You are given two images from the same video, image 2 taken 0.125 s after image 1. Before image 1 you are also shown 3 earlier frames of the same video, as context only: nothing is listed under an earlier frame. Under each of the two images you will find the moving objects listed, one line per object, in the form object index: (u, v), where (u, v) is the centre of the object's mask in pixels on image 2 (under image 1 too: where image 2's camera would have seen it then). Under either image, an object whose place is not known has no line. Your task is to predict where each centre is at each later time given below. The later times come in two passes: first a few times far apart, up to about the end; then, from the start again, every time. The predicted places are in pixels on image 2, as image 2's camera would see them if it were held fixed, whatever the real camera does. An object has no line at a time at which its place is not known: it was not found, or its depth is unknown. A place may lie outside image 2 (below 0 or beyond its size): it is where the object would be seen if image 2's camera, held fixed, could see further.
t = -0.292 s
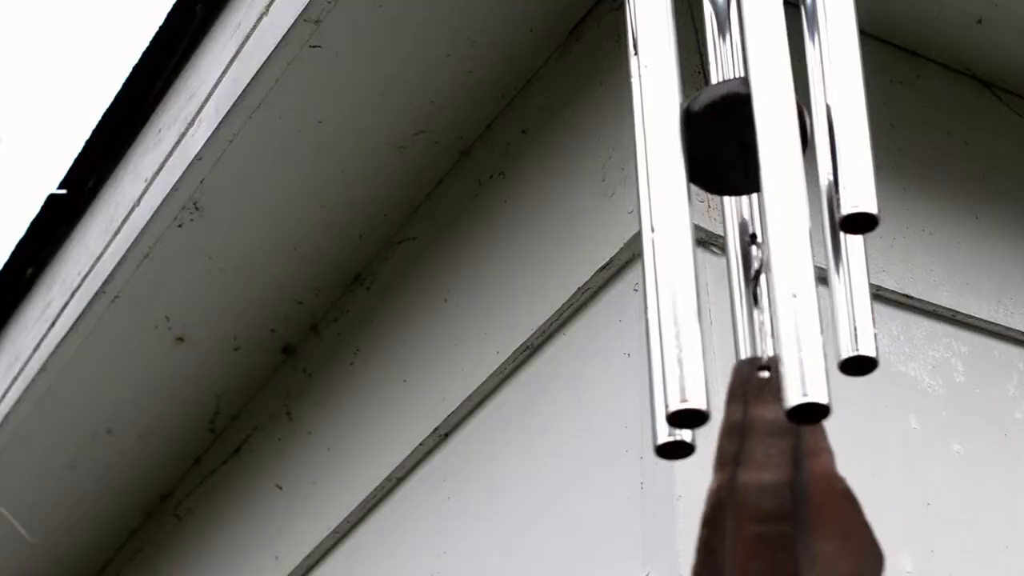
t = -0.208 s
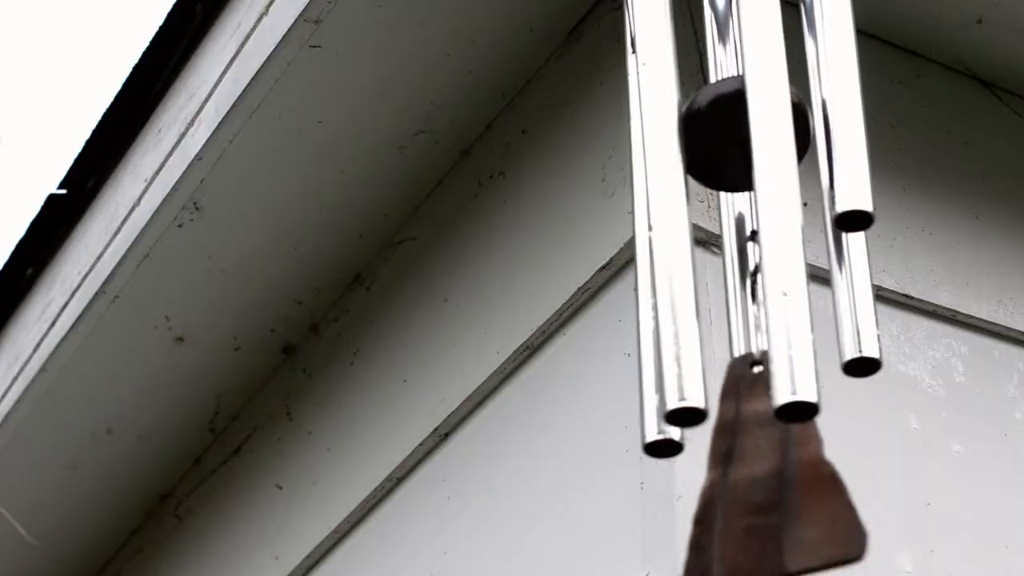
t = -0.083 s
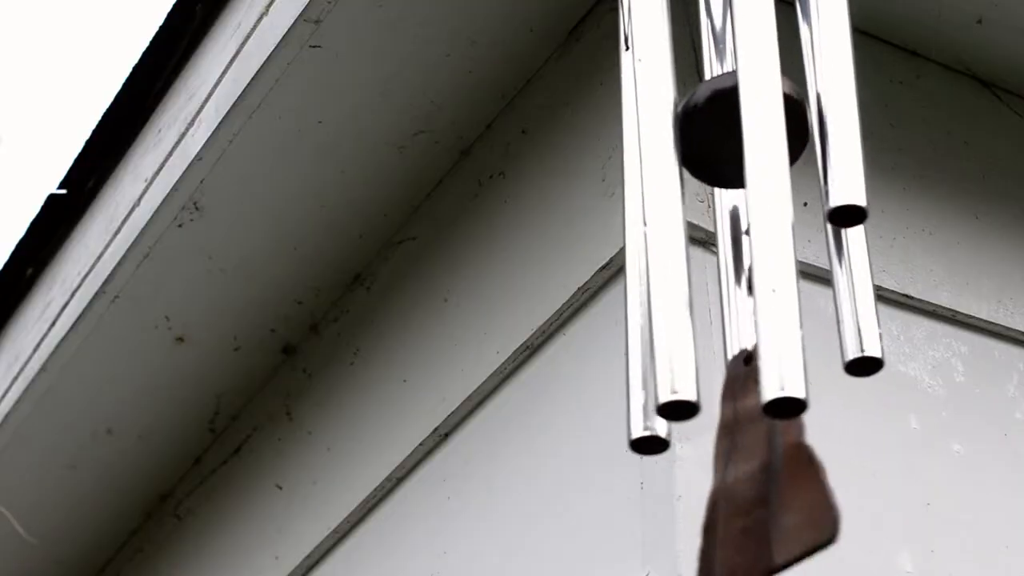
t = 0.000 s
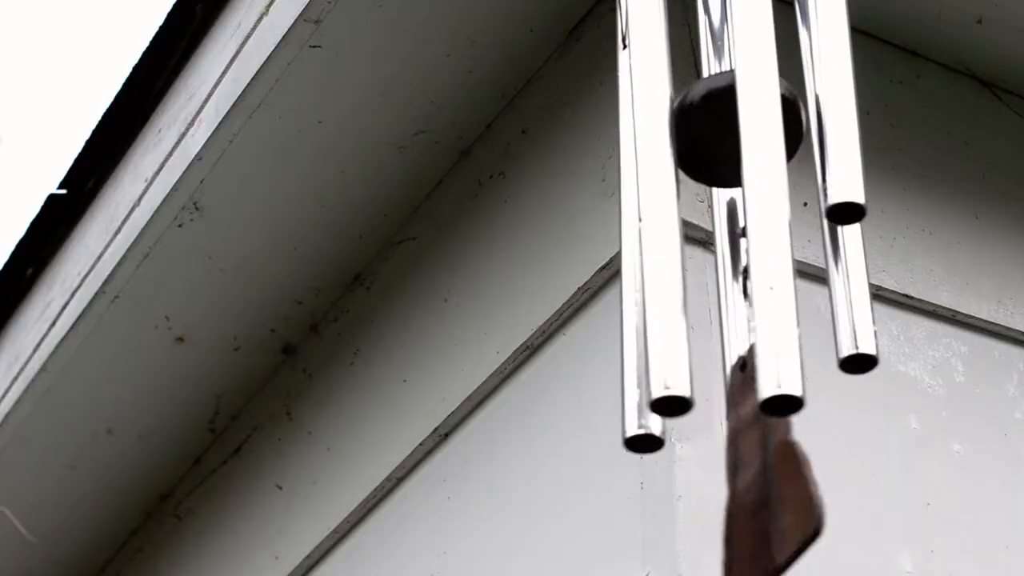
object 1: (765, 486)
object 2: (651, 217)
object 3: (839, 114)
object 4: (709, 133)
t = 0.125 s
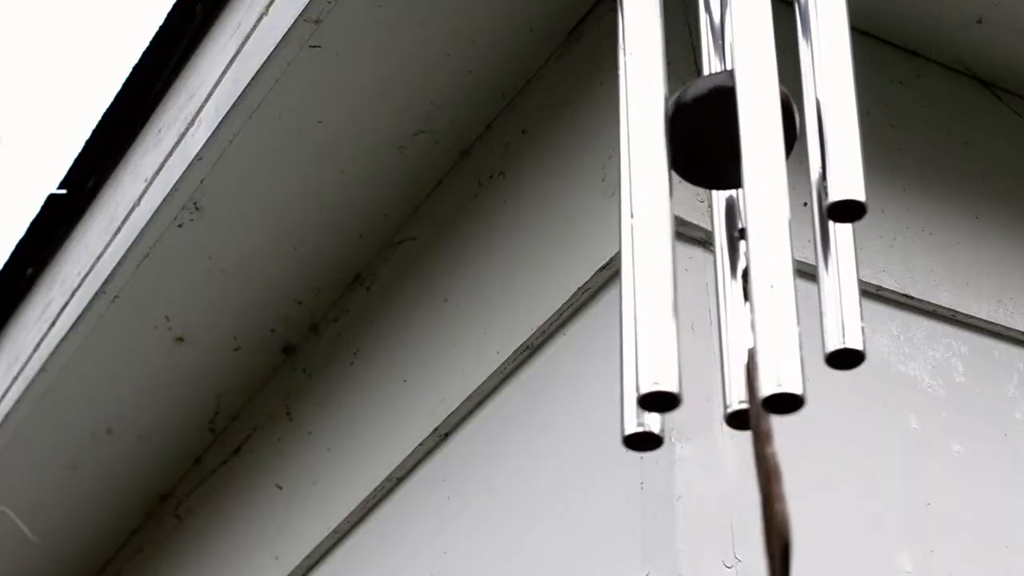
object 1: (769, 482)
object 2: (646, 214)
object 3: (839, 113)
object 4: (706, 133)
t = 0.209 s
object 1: (770, 490)
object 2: (646, 206)
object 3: (840, 113)
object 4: (707, 136)
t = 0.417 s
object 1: (776, 502)
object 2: (653, 214)
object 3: (846, 116)
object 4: (720, 150)
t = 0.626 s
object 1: (796, 505)
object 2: (666, 211)
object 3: (849, 118)
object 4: (723, 150)
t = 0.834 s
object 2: (673, 206)
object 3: (849, 120)
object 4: (724, 143)
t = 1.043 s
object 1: (777, 496)
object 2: (661, 204)
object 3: (846, 115)
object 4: (719, 138)
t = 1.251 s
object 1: (781, 497)
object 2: (647, 204)
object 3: (843, 112)
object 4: (711, 133)
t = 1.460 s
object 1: (750, 499)
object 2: (644, 205)
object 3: (840, 113)
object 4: (710, 149)
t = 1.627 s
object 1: (707, 512)
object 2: (654, 208)
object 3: (841, 118)
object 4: (715, 167)
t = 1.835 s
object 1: (718, 512)
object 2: (665, 202)
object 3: (848, 122)
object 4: (723, 171)
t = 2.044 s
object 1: (760, 503)
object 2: (667, 201)
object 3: (852, 120)
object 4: (724, 161)
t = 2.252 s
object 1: (807, 498)
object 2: (660, 211)
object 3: (846, 114)
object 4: (721, 141)
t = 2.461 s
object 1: (778, 464)
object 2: (652, 200)
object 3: (840, 110)
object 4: (723, 126)
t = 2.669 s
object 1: (757, 473)
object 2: (653, 204)
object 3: (844, 110)
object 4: (715, 125)
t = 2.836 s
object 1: (746, 488)
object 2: (658, 204)
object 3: (851, 114)
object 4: (717, 144)
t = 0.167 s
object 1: (769, 481)
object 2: (646, 210)
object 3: (840, 113)
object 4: (707, 135)
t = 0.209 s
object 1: (770, 490)
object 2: (646, 206)
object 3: (840, 113)
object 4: (707, 136)
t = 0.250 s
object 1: (769, 494)
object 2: (646, 204)
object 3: (842, 113)
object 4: (709, 139)
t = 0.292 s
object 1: (770, 498)
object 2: (647, 206)
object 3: (843, 114)
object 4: (712, 142)
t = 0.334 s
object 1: (771, 500)
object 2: (649, 210)
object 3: (844, 115)
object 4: (716, 145)
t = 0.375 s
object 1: (773, 501)
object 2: (651, 213)
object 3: (845, 116)
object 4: (719, 148)
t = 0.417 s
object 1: (776, 502)
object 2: (653, 214)
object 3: (846, 116)
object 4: (720, 150)
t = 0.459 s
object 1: (781, 503)
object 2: (656, 215)
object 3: (847, 116)
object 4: (721, 151)
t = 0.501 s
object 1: (786, 504)
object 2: (659, 215)
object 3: (848, 118)
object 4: (722, 153)
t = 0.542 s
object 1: (790, 504)
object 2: (661, 210)
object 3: (849, 118)
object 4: (723, 153)
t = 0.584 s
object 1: (793, 505)
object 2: (664, 208)
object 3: (850, 119)
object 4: (723, 152)
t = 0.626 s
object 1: (796, 505)
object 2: (666, 211)
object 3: (849, 118)
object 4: (723, 150)
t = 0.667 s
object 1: (797, 505)
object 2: (668, 214)
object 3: (850, 119)
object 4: (723, 149)
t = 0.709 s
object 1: (796, 505)
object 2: (670, 210)
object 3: (850, 119)
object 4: (724, 147)
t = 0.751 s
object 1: (795, 505)
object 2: (672, 210)
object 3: (850, 120)
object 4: (725, 146)
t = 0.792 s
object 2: (672, 207)
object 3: (849, 119)
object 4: (724, 144)
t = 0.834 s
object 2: (673, 206)
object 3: (849, 120)
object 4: (724, 143)
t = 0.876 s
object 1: (784, 498)
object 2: (671, 203)
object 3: (849, 118)
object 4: (723, 141)
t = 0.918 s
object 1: (781, 497)
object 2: (670, 203)
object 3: (849, 119)
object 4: (723, 141)
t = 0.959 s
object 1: (778, 496)
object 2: (668, 202)
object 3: (848, 118)
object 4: (722, 140)
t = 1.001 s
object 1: (777, 495)
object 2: (665, 201)
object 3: (847, 116)
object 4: (721, 139)
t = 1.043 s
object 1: (777, 496)
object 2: (661, 204)
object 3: (846, 115)
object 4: (719, 138)
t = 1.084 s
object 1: (778, 497)
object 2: (659, 204)
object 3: (846, 116)
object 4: (718, 137)
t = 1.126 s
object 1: (780, 497)
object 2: (655, 216)
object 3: (846, 116)
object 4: (716, 137)
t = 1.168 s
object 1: (781, 496)
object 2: (652, 214)
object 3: (845, 115)
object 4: (715, 136)
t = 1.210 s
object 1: (781, 496)
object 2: (650, 208)
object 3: (844, 114)
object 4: (713, 134)
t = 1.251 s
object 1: (781, 497)
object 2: (647, 204)
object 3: (843, 112)
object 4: (711, 133)
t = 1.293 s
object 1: (779, 498)
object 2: (645, 205)
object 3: (842, 112)
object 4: (709, 133)
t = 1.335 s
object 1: (775, 498)
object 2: (643, 203)
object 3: (841, 111)
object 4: (708, 134)
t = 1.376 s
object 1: (768, 498)
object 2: (643, 205)
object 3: (841, 112)
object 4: (709, 137)
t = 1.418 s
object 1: (757, 495)
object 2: (643, 205)
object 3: (841, 113)
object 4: (709, 142)
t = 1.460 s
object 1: (750, 499)
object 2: (644, 205)
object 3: (840, 113)
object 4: (710, 149)
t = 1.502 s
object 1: (739, 504)
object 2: (645, 206)
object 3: (839, 114)
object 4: (711, 157)
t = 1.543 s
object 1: (723, 506)
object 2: (648, 208)
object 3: (839, 115)
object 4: (712, 161)
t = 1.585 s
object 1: (711, 510)
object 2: (652, 211)
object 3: (840, 117)
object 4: (714, 164)
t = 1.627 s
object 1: (707, 512)
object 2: (654, 208)
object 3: (841, 118)
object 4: (715, 167)
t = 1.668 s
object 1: (711, 507)
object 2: (655, 209)
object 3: (841, 118)
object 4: (715, 169)
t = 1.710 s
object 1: (718, 507)
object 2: (656, 212)
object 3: (842, 119)
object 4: (717, 171)
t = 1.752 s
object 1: (716, 511)
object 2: (657, 218)
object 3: (844, 120)
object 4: (719, 172)
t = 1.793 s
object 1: (714, 513)
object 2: (662, 203)
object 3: (846, 121)
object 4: (721, 172)
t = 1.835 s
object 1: (718, 512)
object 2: (665, 202)
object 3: (848, 122)
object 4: (723, 171)
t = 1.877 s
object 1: (731, 505)
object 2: (667, 201)
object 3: (848, 121)
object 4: (724, 170)
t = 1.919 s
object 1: (744, 509)
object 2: (667, 202)
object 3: (850, 121)
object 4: (725, 168)
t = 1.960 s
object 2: (667, 202)
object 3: (851, 121)
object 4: (726, 166)
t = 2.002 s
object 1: (755, 508)
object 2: (667, 201)
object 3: (852, 121)
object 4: (725, 163)
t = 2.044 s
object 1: (760, 503)
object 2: (667, 201)
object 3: (852, 120)
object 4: (724, 161)
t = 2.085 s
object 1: (772, 490)
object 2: (666, 200)
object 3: (852, 119)
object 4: (723, 158)
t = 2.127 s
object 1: (789, 504)
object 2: (666, 201)
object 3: (851, 119)
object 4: (722, 154)
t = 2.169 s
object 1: (802, 507)
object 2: (664, 205)
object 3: (850, 117)
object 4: (721, 150)
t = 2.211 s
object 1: (806, 503)
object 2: (663, 207)
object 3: (849, 116)
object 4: (720, 146)
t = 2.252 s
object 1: (807, 498)
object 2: (660, 211)
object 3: (846, 114)
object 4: (721, 141)
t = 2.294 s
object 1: (806, 496)
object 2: (660, 205)
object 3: (845, 113)
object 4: (721, 137)
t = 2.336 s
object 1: (797, 484)
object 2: (658, 205)
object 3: (843, 112)
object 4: (723, 134)
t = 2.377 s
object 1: (790, 479)
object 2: (656, 203)
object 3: (842, 112)
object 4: (724, 132)
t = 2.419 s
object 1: (784, 475)
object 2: (654, 202)
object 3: (841, 111)
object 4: (724, 129)
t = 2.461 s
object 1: (778, 464)
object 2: (652, 200)
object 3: (840, 110)
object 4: (723, 126)
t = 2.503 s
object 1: (771, 462)
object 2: (650, 200)
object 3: (840, 109)
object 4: (722, 123)
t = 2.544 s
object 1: (767, 464)
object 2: (650, 200)
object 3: (841, 110)
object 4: (720, 121)
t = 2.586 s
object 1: (765, 467)
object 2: (651, 200)
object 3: (842, 110)
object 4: (718, 121)
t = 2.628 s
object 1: (762, 468)
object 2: (651, 201)
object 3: (843, 110)
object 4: (716, 122)
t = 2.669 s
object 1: (757, 473)
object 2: (653, 204)
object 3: (844, 110)
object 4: (715, 125)
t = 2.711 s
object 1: (752, 473)
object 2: (654, 201)
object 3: (846, 110)
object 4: (715, 129)
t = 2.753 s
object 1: (749, 479)
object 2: (653, 206)
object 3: (848, 111)
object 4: (716, 133)
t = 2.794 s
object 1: (747, 485)
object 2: (654, 213)
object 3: (849, 113)
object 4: (716, 139)
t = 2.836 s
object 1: (746, 488)
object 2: (658, 204)
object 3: (851, 114)
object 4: (717, 144)
